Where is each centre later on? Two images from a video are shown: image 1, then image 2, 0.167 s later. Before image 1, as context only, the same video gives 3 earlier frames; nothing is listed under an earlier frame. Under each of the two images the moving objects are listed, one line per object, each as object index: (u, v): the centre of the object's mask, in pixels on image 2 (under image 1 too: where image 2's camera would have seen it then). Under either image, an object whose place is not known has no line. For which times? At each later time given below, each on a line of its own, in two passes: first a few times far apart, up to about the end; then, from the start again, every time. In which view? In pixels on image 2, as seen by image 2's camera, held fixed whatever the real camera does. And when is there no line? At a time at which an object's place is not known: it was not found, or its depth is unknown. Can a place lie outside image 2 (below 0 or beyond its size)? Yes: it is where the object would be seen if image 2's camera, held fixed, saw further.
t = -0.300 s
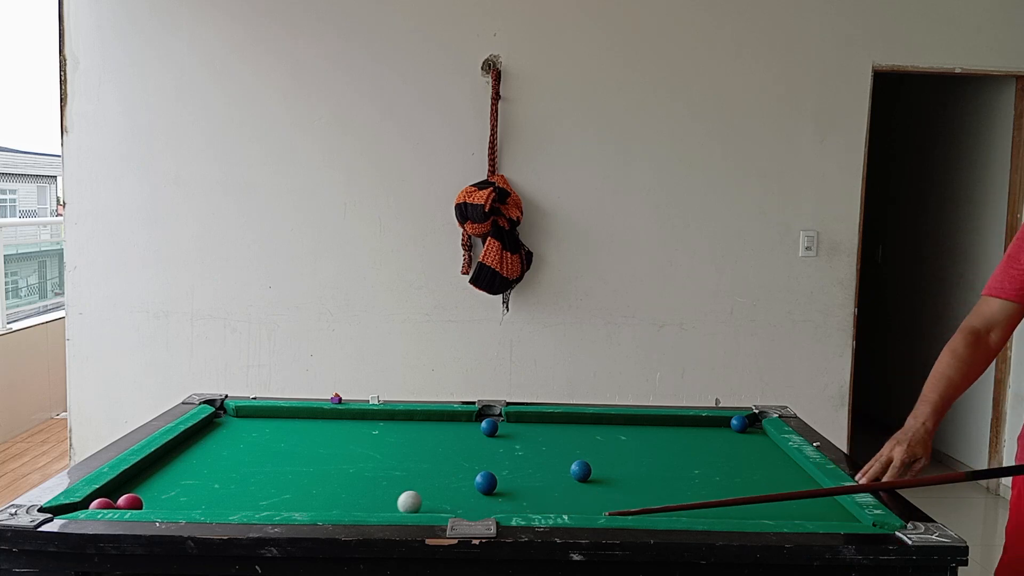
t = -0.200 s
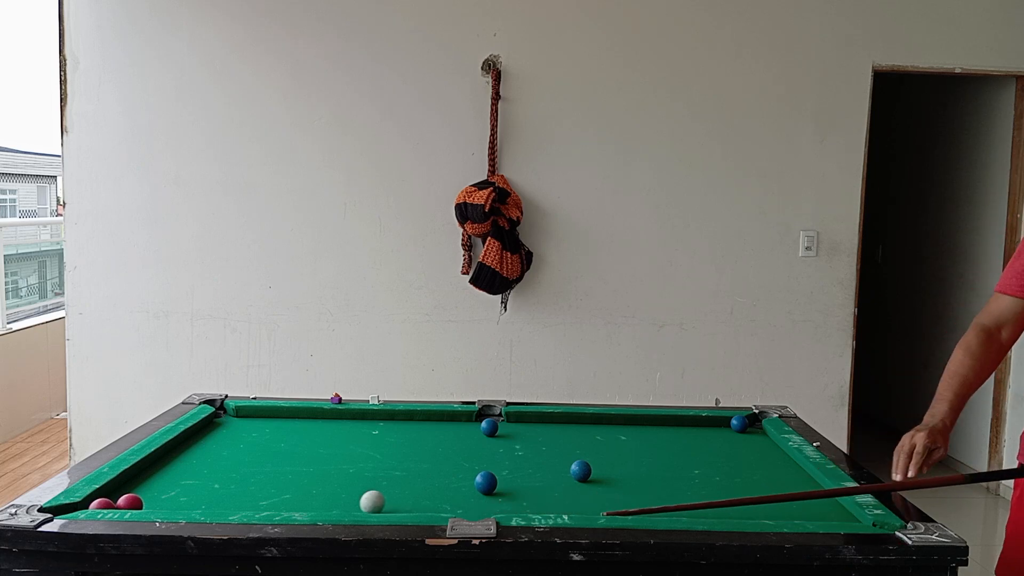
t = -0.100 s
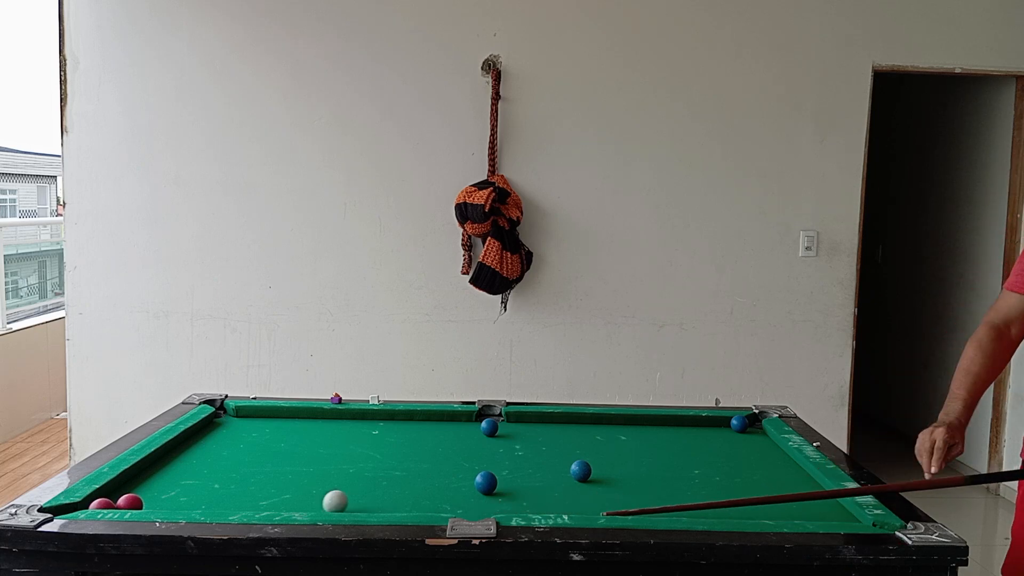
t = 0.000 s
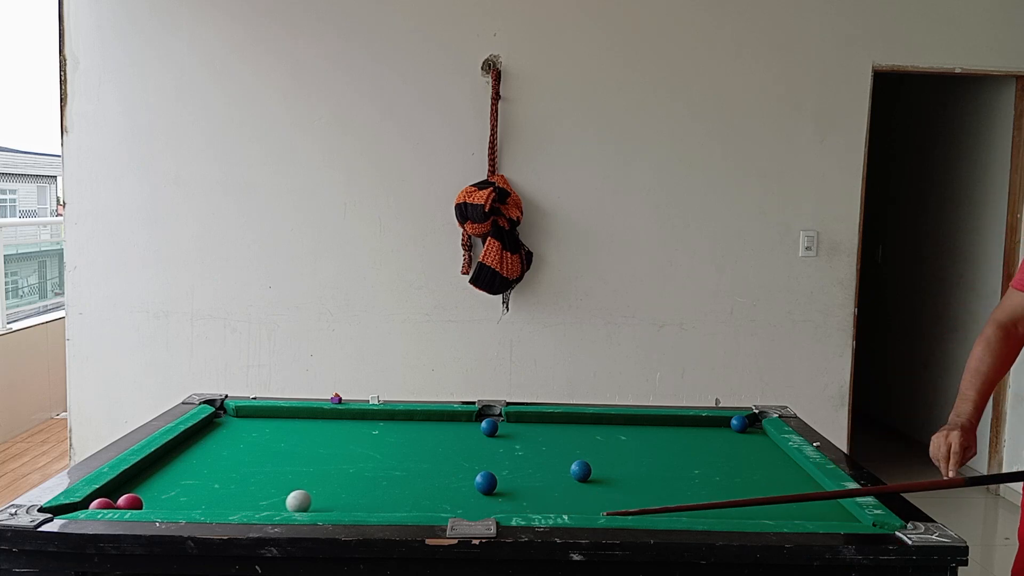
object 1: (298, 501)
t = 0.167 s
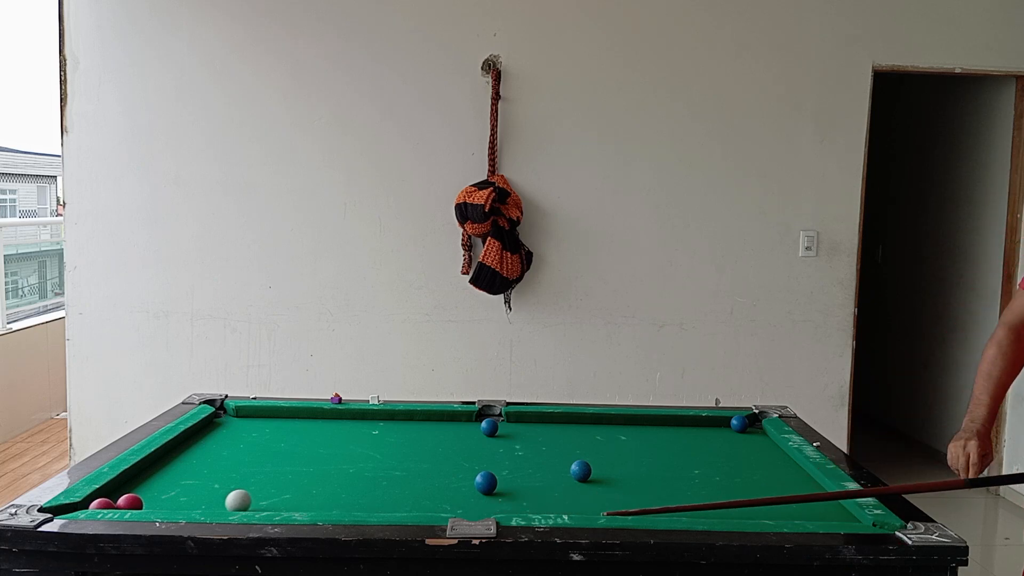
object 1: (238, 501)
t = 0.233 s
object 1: (214, 500)
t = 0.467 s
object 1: (150, 497)
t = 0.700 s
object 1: (121, 488)
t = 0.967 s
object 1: (150, 484)
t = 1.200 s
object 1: (177, 481)
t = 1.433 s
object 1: (200, 478)
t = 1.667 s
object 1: (218, 475)
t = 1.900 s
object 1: (232, 474)
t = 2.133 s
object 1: (242, 473)
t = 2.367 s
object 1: (249, 472)
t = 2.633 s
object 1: (252, 472)
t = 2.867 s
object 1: (252, 472)
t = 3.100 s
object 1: (252, 472)
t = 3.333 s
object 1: (252, 472)
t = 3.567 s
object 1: (251, 471)
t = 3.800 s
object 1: (251, 471)
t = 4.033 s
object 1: (251, 472)
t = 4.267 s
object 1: (252, 471)
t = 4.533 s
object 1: (252, 471)
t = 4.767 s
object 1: (252, 471)
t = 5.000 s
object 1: (252, 471)
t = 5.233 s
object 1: (252, 471)
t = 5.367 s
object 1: (252, 471)
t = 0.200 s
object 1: (226, 500)
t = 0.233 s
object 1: (214, 500)
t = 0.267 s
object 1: (202, 500)
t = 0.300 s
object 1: (191, 500)
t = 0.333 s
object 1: (179, 500)
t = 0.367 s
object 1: (167, 500)
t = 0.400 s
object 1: (156, 499)
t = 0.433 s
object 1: (153, 498)
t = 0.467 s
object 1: (150, 497)
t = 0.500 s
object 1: (146, 495)
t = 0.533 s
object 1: (143, 493)
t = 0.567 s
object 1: (138, 491)
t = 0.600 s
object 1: (133, 489)
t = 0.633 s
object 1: (128, 488)
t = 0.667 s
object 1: (124, 488)
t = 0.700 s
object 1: (121, 488)
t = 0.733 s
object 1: (119, 487)
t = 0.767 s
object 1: (123, 486)
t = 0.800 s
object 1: (128, 485)
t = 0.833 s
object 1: (133, 485)
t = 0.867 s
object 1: (138, 485)
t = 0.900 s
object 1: (142, 485)
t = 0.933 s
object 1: (146, 485)
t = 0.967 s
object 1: (150, 484)
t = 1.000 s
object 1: (154, 484)
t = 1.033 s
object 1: (158, 483)
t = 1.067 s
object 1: (162, 483)
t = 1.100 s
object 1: (166, 482)
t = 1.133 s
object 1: (170, 482)
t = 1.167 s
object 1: (173, 481)
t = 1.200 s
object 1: (177, 481)
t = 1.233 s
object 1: (180, 480)
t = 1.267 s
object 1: (184, 480)
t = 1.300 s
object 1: (187, 479)
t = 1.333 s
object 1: (190, 479)
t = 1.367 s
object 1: (194, 478)
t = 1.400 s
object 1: (197, 478)
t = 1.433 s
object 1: (200, 478)
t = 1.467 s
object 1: (203, 477)
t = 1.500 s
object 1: (205, 477)
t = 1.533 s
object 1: (208, 477)
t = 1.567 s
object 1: (211, 476)
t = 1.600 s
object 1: (213, 476)
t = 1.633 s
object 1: (216, 476)
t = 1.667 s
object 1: (218, 475)
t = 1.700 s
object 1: (220, 475)
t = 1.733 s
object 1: (222, 475)
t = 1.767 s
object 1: (225, 475)
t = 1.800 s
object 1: (227, 474)
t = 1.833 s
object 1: (228, 474)
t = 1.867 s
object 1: (230, 474)
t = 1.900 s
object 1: (232, 474)
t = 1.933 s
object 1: (234, 474)
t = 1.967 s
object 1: (235, 473)
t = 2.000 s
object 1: (237, 473)
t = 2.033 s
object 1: (238, 473)
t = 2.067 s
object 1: (240, 473)
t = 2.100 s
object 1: (241, 473)
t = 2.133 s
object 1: (242, 473)
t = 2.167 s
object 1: (244, 473)
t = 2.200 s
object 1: (245, 472)
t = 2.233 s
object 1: (246, 472)
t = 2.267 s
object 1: (247, 472)
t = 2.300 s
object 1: (247, 472)
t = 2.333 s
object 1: (248, 472)
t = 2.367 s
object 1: (249, 472)
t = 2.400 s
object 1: (250, 472)
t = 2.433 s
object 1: (250, 472)
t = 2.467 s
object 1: (250, 472)
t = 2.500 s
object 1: (251, 472)
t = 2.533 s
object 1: (251, 472)
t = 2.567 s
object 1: (251, 471)
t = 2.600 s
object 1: (251, 472)
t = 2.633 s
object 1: (252, 472)
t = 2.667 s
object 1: (252, 472)
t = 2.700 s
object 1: (252, 472)
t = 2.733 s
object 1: (252, 472)
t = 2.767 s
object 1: (252, 471)
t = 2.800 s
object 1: (252, 471)
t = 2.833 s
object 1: (252, 471)
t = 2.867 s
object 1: (252, 472)
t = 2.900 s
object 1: (252, 471)
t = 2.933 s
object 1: (252, 471)
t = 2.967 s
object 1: (252, 471)
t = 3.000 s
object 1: (252, 472)
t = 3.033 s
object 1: (252, 472)
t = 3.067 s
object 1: (252, 472)
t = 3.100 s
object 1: (252, 472)
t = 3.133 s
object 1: (252, 471)
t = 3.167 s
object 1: (252, 471)
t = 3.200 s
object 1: (252, 471)
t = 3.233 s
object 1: (252, 471)
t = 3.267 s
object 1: (252, 471)
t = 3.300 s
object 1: (252, 471)
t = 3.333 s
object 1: (252, 472)
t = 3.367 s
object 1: (252, 471)
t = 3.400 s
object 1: (251, 472)
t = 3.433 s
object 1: (252, 471)
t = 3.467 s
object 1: (252, 471)
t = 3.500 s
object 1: (251, 471)
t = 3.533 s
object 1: (251, 471)
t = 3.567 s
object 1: (251, 471)
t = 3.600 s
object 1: (251, 471)
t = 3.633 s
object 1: (251, 471)
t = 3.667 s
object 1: (251, 471)
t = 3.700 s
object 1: (251, 471)
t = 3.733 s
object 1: (251, 471)
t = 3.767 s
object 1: (251, 471)
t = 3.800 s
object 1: (251, 471)
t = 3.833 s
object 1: (251, 471)
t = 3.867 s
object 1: (251, 472)
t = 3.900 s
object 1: (251, 472)
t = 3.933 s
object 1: (252, 472)
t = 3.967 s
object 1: (251, 472)
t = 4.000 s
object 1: (252, 472)
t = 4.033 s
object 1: (251, 472)
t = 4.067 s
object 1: (251, 472)
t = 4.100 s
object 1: (252, 472)
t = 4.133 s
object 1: (252, 472)
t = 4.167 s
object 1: (251, 472)
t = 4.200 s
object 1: (252, 472)
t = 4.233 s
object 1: (252, 472)
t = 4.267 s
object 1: (252, 471)
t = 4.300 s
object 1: (252, 471)
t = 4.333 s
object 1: (252, 471)
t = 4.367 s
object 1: (252, 472)
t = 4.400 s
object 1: (252, 472)
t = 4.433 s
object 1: (252, 471)
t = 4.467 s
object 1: (252, 471)
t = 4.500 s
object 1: (252, 471)
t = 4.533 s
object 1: (252, 471)
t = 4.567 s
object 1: (252, 471)
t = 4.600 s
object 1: (252, 472)
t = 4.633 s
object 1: (252, 471)
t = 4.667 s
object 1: (252, 471)
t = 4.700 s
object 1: (252, 471)
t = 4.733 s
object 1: (252, 472)
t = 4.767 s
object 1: (252, 471)
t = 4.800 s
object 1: (252, 471)
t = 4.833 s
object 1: (252, 471)
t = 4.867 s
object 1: (252, 471)
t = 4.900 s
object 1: (252, 471)
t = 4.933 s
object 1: (252, 472)
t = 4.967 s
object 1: (252, 471)
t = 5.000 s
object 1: (252, 471)
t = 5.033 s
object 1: (252, 471)
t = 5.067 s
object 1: (252, 471)
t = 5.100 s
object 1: (252, 471)
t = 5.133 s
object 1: (252, 471)
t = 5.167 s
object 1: (252, 471)
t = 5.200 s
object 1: (252, 471)
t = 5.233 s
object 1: (252, 471)
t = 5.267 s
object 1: (252, 471)
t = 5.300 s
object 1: (252, 471)
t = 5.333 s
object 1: (252, 471)
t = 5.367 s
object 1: (252, 471)
